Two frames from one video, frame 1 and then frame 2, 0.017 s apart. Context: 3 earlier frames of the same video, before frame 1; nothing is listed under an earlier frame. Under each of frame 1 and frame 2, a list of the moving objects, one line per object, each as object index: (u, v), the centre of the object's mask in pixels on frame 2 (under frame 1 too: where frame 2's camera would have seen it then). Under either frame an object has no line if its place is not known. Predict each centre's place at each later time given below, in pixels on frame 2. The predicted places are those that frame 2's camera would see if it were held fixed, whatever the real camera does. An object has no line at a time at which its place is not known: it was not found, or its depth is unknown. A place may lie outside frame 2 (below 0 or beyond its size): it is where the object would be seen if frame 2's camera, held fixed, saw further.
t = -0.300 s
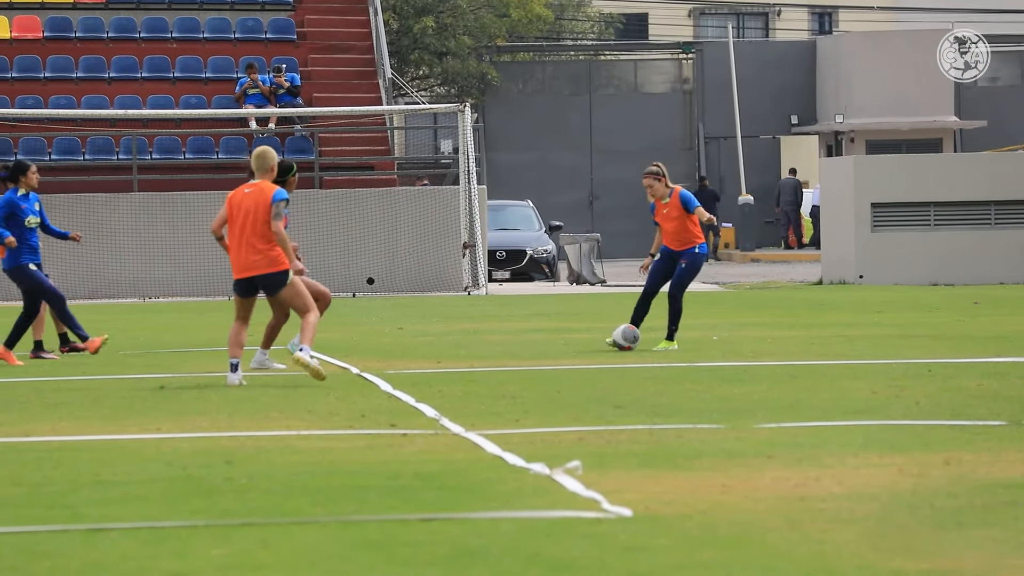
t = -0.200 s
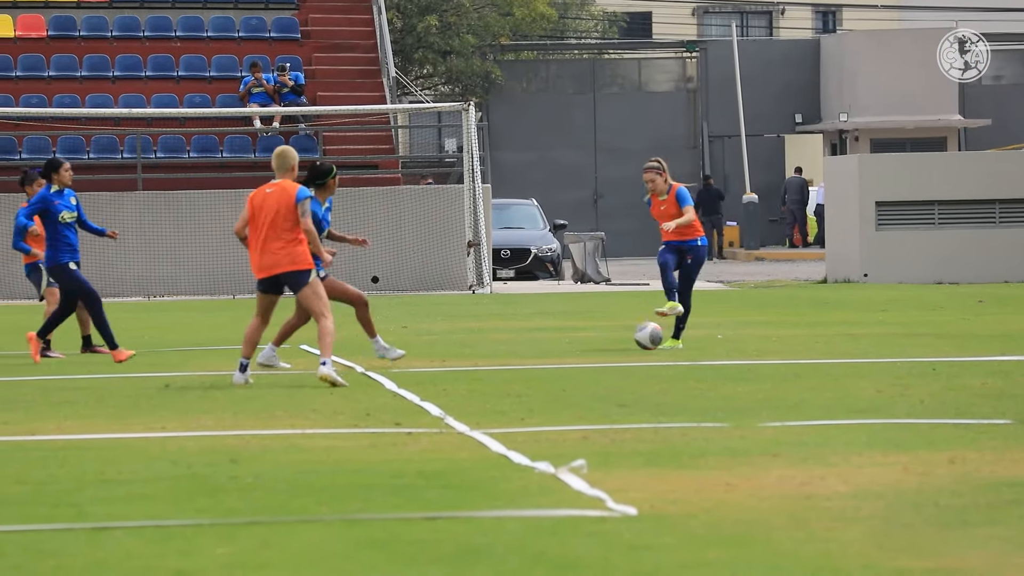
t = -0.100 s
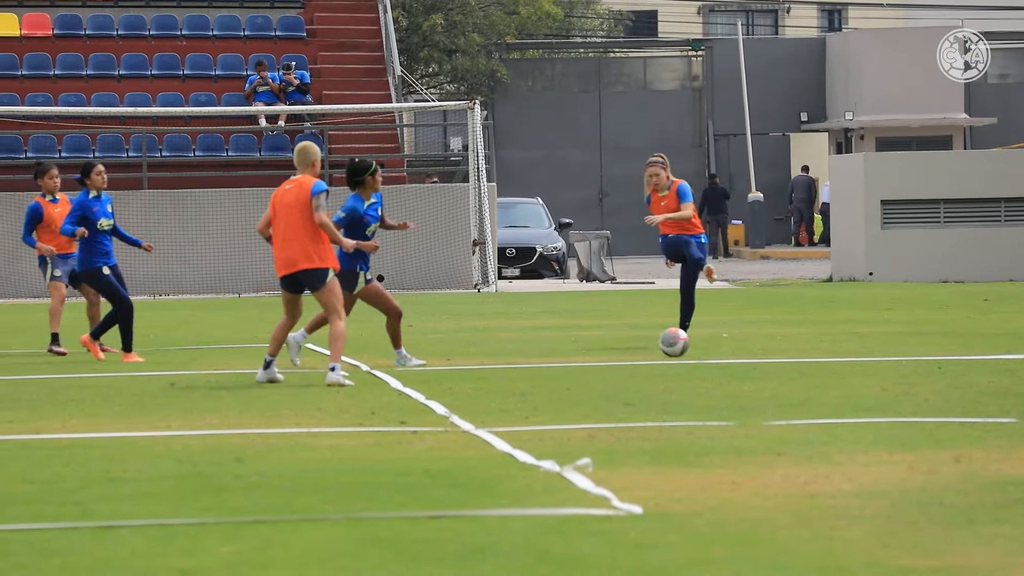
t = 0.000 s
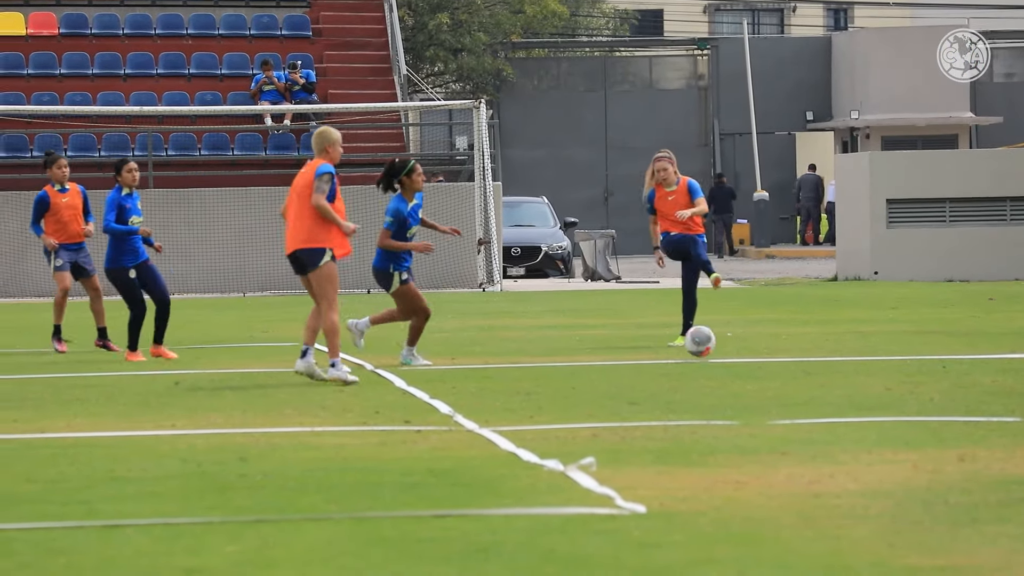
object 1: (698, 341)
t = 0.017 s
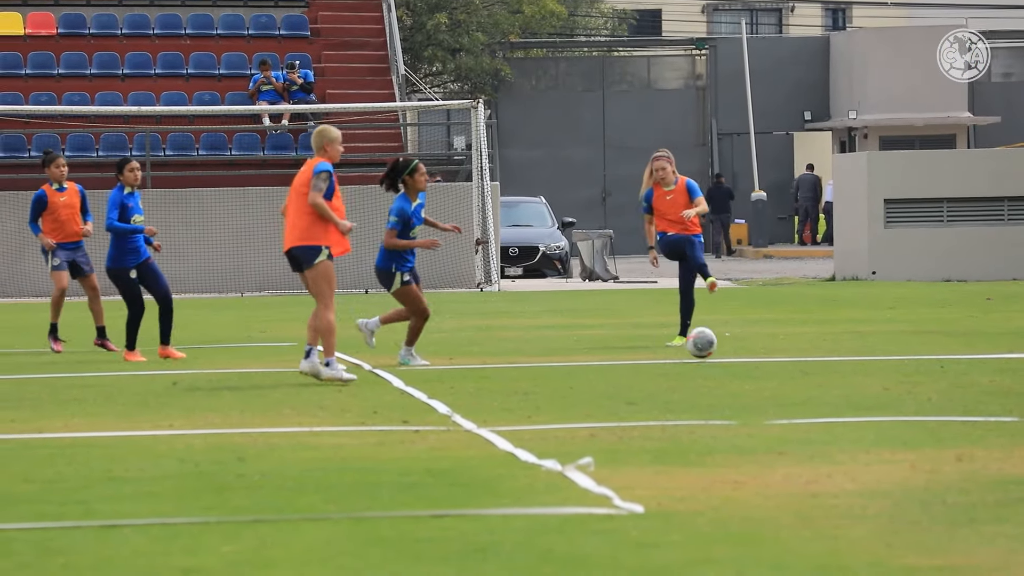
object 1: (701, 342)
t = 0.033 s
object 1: (705, 345)
